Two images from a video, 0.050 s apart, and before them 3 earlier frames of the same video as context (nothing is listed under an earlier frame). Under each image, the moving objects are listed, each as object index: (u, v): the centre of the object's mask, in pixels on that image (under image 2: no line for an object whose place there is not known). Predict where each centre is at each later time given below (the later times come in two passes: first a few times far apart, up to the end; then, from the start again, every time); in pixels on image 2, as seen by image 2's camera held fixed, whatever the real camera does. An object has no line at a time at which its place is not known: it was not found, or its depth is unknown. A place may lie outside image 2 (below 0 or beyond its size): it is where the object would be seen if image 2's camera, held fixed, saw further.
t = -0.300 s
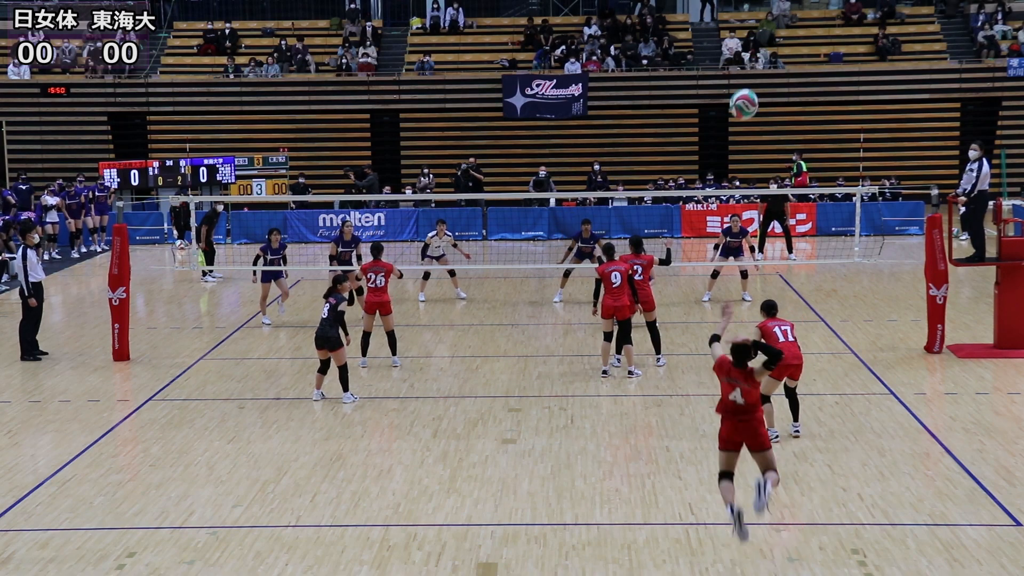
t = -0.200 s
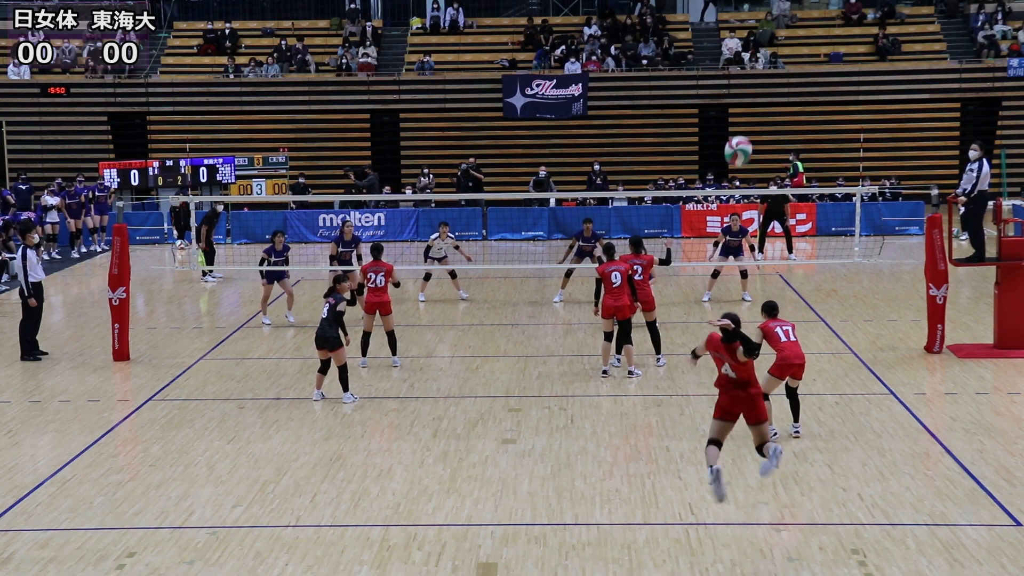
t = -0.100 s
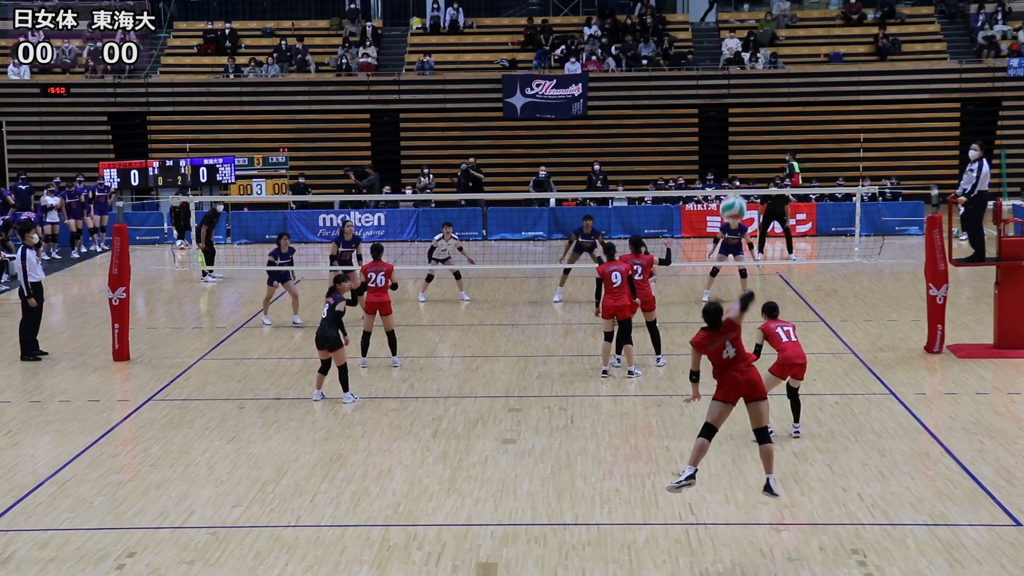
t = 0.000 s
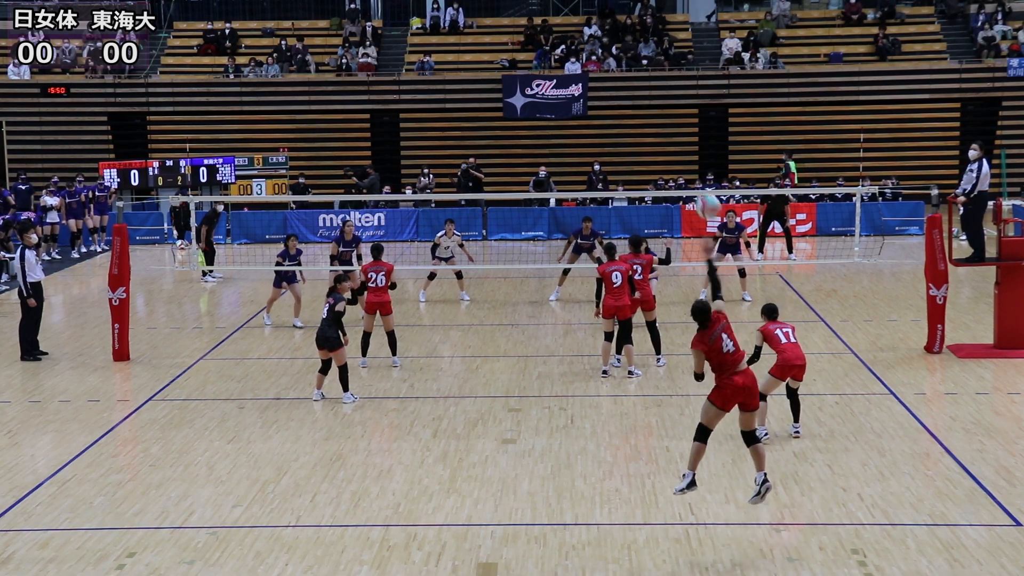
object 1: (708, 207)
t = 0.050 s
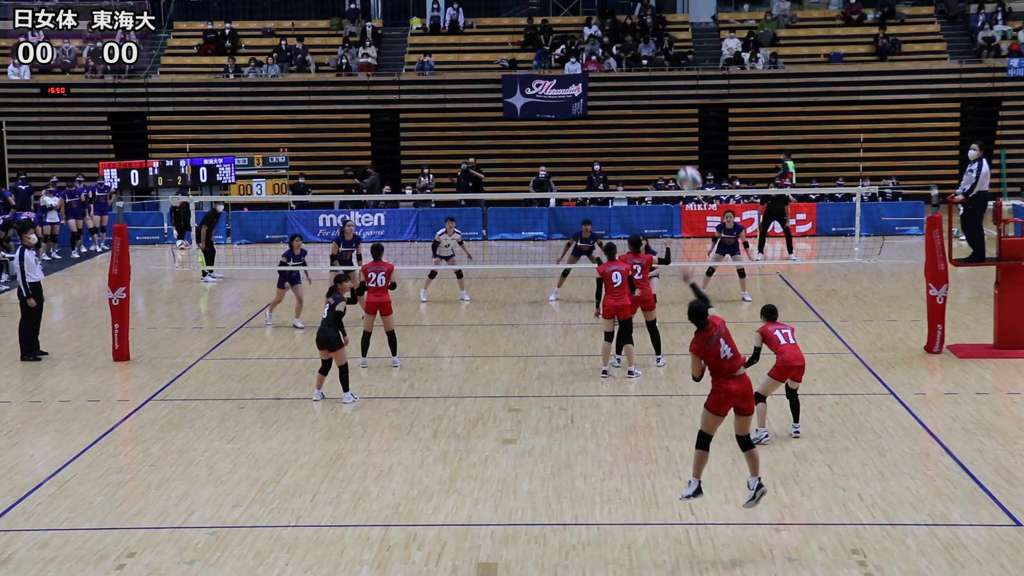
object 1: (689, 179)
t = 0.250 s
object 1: (633, 134)
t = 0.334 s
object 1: (617, 135)
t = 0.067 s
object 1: (684, 173)
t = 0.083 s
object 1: (678, 165)
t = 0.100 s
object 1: (673, 160)
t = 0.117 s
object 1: (667, 154)
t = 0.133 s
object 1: (662, 150)
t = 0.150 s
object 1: (658, 145)
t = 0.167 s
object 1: (654, 142)
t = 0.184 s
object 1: (649, 139)
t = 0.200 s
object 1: (645, 138)
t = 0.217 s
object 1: (641, 136)
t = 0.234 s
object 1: (637, 135)
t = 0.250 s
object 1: (633, 134)
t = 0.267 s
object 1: (630, 133)
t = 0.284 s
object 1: (627, 133)
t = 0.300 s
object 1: (623, 134)
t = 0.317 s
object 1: (620, 134)
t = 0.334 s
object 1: (617, 135)
